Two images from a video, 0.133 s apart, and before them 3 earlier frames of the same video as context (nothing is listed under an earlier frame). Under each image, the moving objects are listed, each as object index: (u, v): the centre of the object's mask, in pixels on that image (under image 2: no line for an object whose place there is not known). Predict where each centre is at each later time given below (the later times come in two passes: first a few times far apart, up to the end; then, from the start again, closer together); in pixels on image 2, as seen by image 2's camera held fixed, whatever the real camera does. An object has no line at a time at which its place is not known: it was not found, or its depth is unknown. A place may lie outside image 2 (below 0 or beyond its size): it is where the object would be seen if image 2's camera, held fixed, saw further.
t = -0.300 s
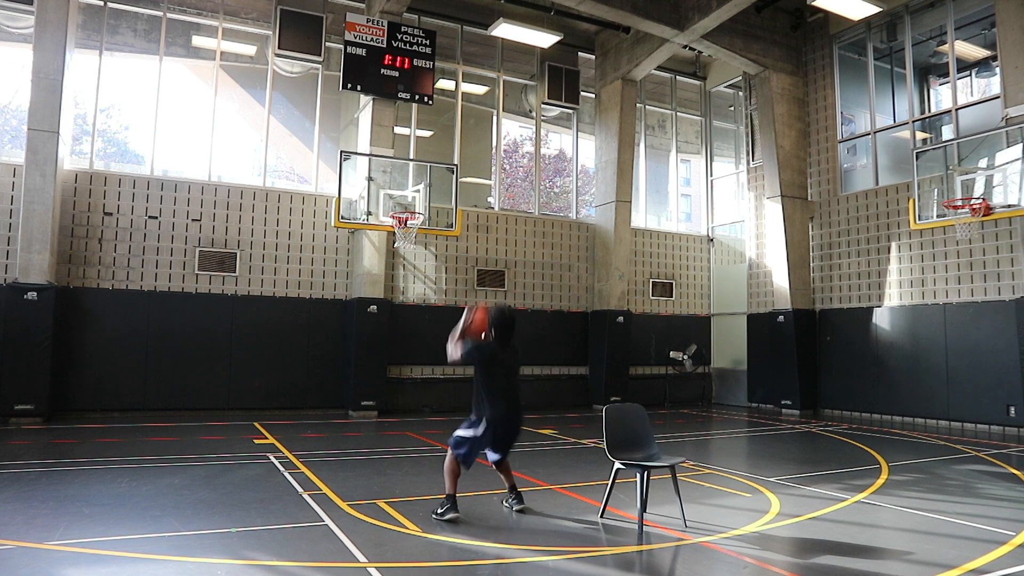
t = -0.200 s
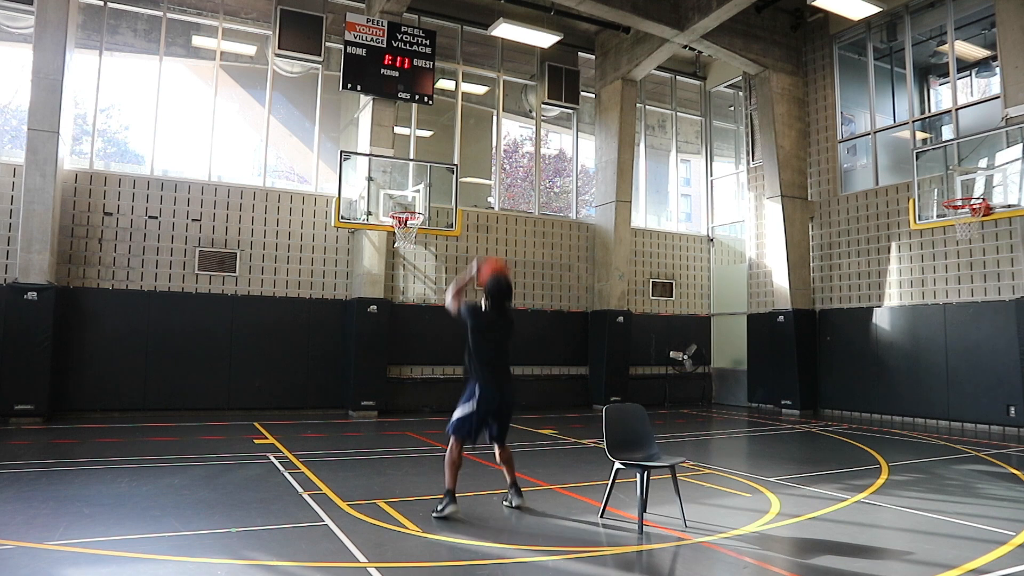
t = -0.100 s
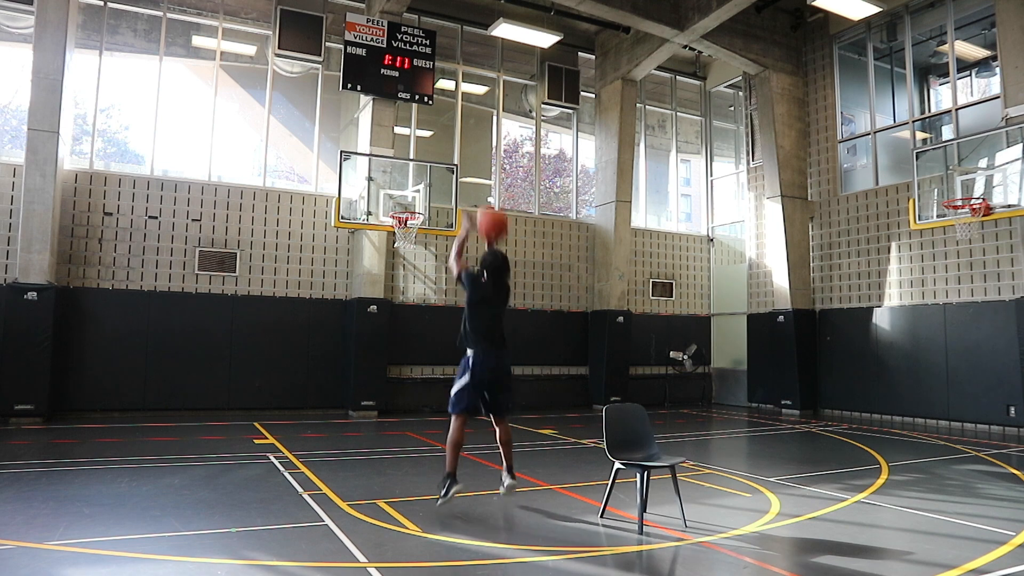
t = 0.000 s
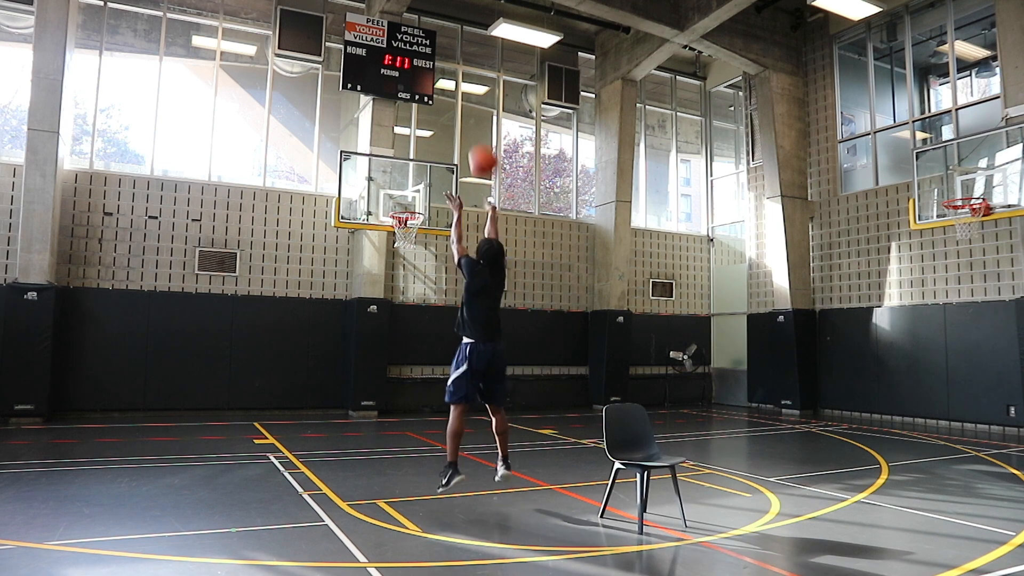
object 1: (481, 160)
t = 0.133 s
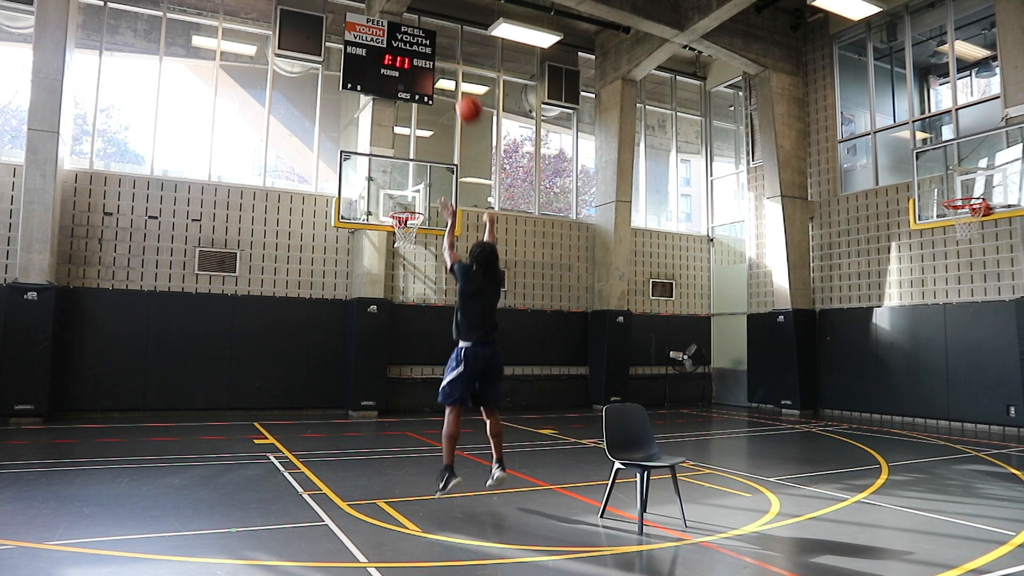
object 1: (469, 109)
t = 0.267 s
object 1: (457, 82)
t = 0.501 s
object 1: (441, 81)
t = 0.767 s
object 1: (426, 126)
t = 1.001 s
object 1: (413, 199)
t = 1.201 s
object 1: (393, 255)
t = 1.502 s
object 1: (357, 373)
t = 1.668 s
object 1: (341, 394)
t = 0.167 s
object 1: (465, 101)
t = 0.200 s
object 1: (463, 94)
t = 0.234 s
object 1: (461, 87)
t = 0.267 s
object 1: (457, 82)
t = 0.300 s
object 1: (455, 79)
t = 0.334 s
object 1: (453, 77)
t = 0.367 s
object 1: (451, 76)
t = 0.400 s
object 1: (448, 76)
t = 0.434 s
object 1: (446, 77)
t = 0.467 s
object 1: (443, 78)
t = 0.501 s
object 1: (441, 81)
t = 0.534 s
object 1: (438, 84)
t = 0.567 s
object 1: (436, 89)
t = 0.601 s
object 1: (434, 94)
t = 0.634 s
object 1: (433, 98)
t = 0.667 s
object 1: (431, 105)
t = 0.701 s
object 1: (429, 112)
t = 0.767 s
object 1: (426, 126)
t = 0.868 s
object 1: (422, 154)
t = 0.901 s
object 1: (419, 164)
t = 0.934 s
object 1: (418, 175)
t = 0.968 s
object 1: (415, 186)
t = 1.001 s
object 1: (413, 199)
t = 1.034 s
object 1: (410, 208)
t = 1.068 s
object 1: (407, 221)
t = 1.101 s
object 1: (404, 230)
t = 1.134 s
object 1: (400, 241)
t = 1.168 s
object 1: (396, 247)
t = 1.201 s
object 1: (393, 255)
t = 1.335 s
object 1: (377, 300)
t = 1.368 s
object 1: (373, 312)
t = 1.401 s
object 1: (369, 327)
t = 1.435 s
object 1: (365, 341)
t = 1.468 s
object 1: (361, 357)
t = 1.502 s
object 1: (357, 373)
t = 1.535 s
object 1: (353, 391)
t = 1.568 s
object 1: (349, 407)
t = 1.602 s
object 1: (345, 418)
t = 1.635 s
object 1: (343, 406)
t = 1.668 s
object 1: (341, 394)
